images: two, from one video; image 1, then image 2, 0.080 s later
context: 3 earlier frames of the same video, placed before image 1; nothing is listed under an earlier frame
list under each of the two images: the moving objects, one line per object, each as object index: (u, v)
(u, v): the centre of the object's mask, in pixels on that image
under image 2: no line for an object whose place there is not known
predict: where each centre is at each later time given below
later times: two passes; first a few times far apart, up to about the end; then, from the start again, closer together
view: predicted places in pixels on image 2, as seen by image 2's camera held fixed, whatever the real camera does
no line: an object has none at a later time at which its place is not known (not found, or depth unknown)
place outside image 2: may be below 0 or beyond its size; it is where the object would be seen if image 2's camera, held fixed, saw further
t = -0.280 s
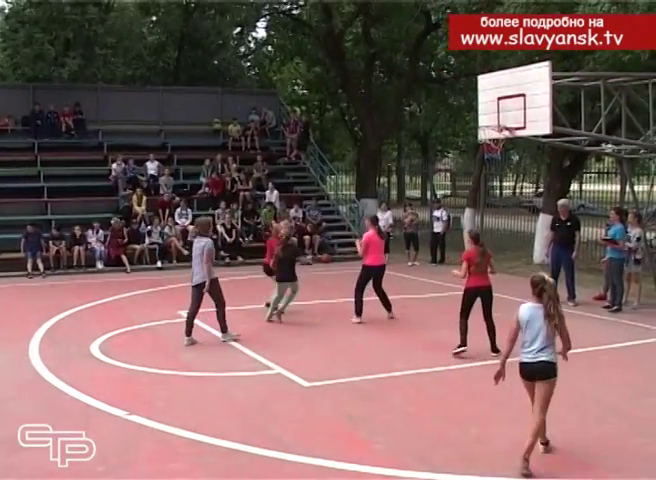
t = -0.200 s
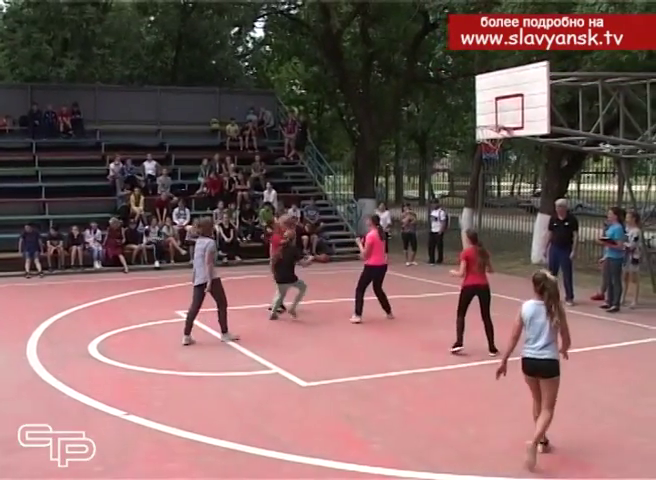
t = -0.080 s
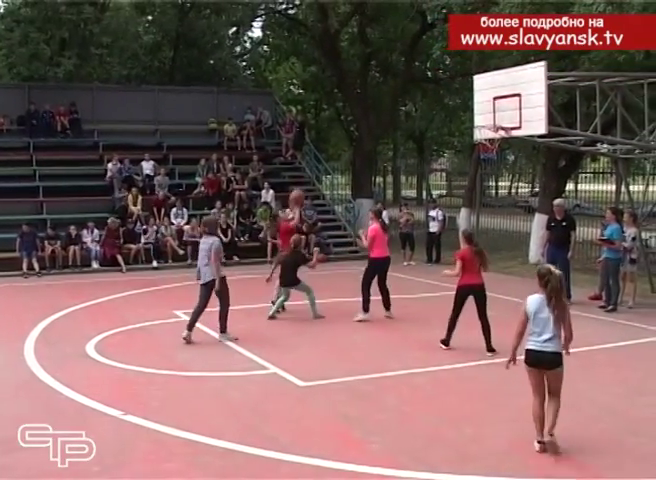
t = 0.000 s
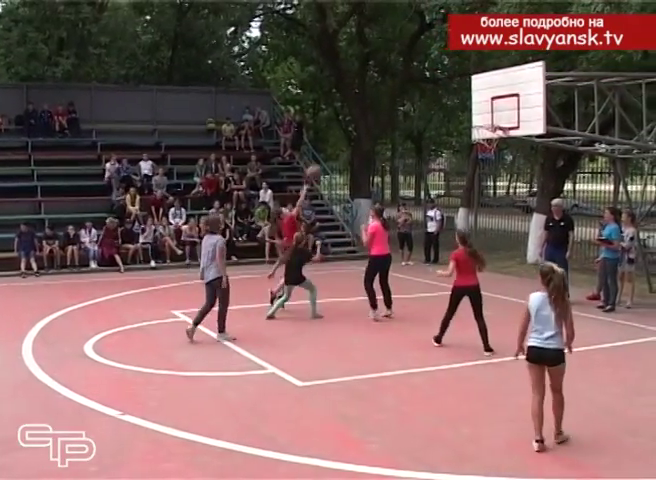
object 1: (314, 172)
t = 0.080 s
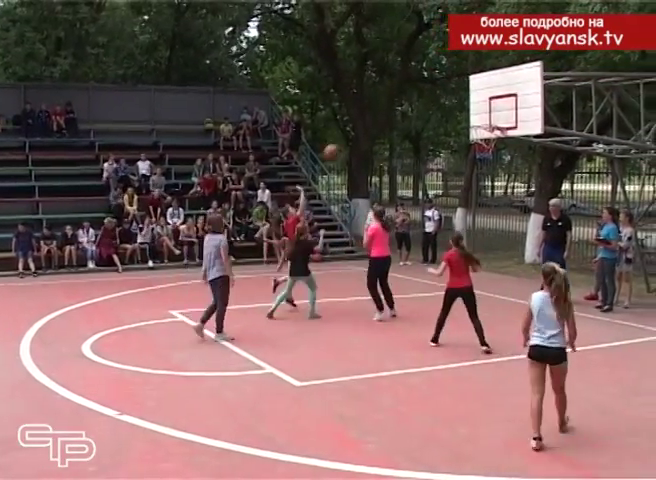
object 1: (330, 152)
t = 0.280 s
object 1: (380, 120)
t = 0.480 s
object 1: (430, 113)
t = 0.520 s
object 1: (439, 114)
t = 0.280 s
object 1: (380, 120)
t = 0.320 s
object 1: (390, 116)
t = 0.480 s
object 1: (430, 113)
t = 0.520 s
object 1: (439, 114)
